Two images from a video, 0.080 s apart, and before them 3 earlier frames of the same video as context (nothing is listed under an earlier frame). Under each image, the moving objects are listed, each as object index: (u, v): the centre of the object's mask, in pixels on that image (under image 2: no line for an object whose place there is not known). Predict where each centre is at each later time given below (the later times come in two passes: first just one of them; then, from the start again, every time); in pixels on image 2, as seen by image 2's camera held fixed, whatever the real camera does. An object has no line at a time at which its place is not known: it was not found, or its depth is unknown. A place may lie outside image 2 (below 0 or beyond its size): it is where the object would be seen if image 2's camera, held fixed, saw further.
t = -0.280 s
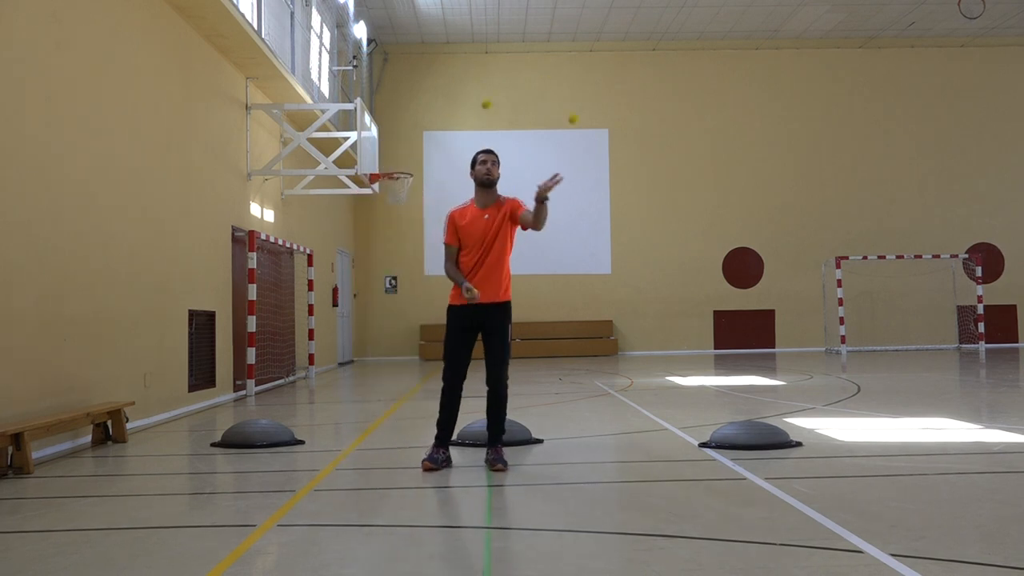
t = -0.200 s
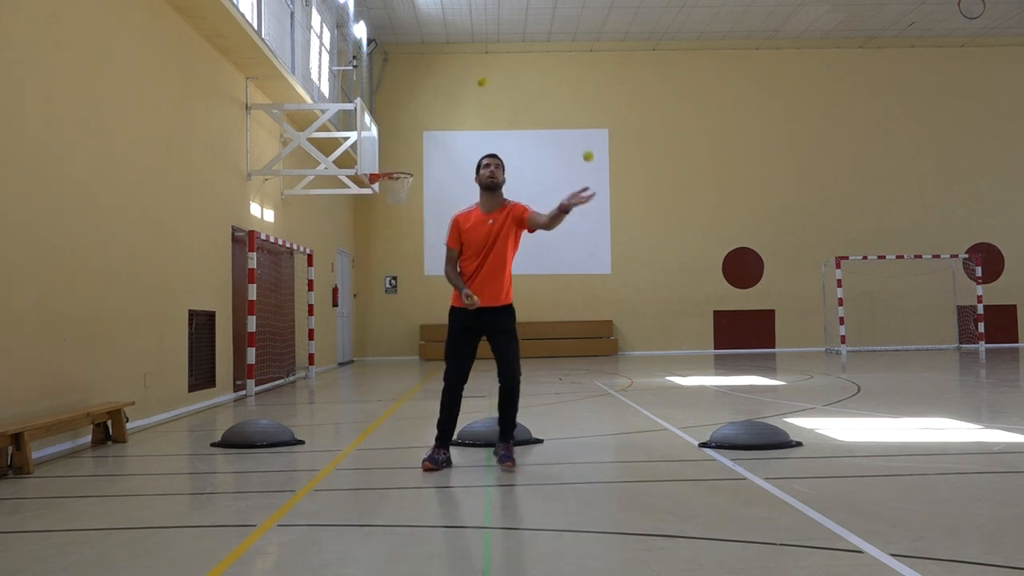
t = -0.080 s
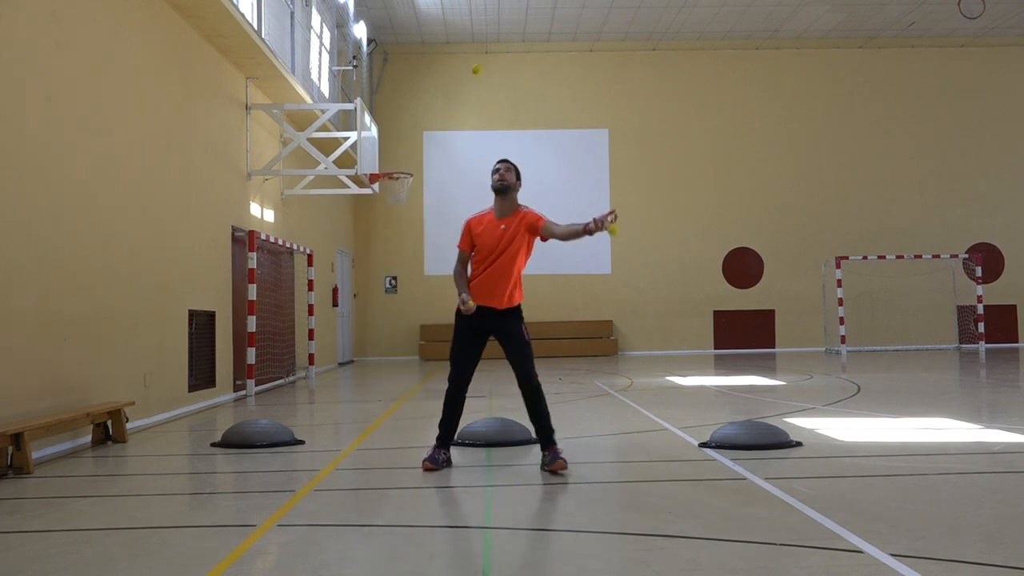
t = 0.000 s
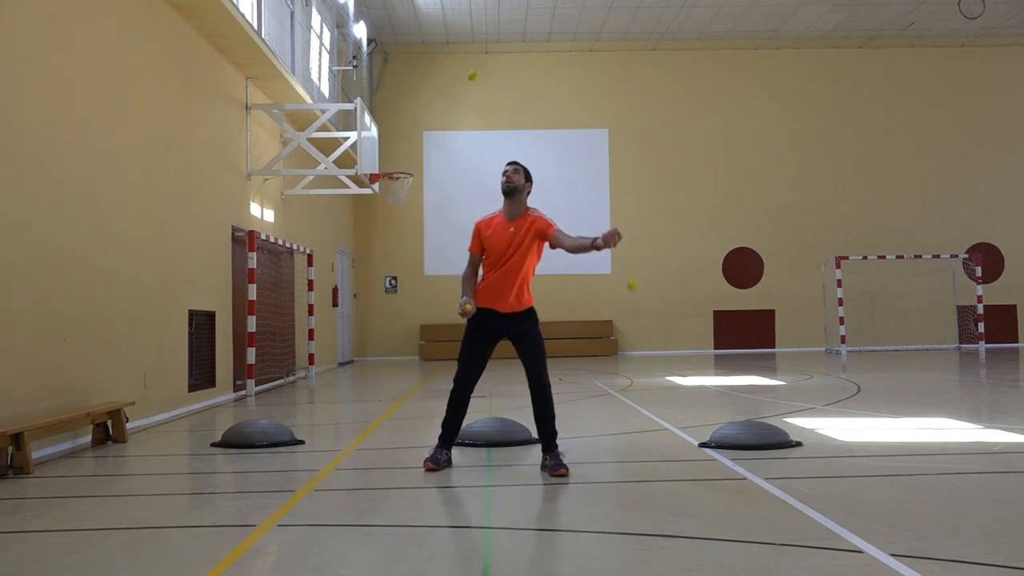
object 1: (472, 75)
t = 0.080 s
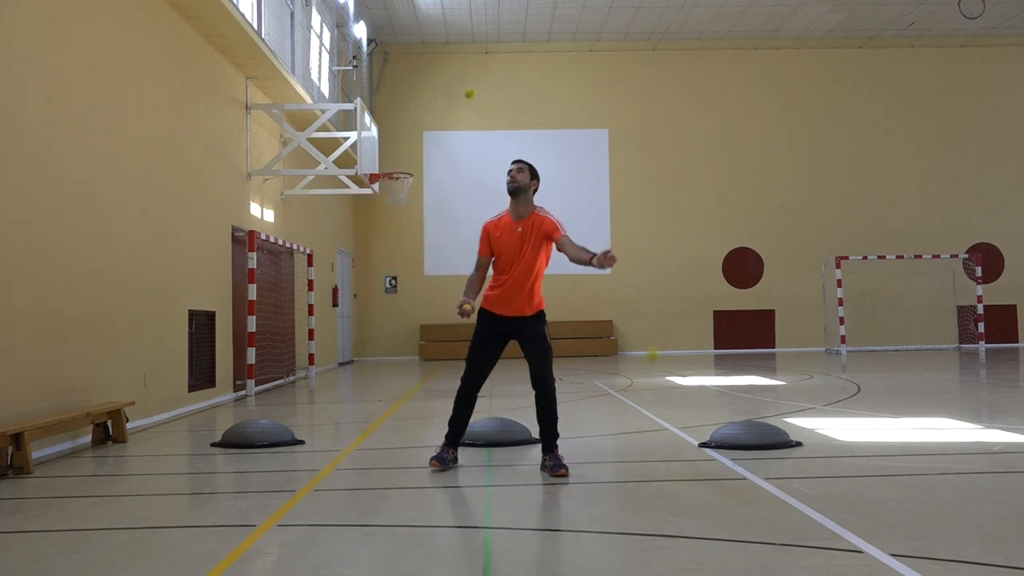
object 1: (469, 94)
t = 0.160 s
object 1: (466, 123)
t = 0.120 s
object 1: (468, 107)
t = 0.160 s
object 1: (466, 123)
